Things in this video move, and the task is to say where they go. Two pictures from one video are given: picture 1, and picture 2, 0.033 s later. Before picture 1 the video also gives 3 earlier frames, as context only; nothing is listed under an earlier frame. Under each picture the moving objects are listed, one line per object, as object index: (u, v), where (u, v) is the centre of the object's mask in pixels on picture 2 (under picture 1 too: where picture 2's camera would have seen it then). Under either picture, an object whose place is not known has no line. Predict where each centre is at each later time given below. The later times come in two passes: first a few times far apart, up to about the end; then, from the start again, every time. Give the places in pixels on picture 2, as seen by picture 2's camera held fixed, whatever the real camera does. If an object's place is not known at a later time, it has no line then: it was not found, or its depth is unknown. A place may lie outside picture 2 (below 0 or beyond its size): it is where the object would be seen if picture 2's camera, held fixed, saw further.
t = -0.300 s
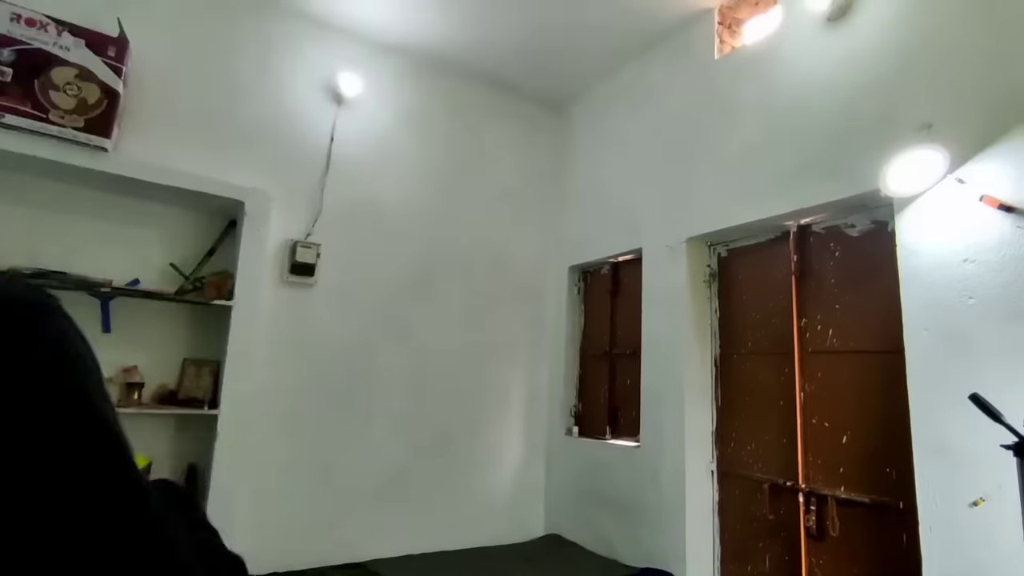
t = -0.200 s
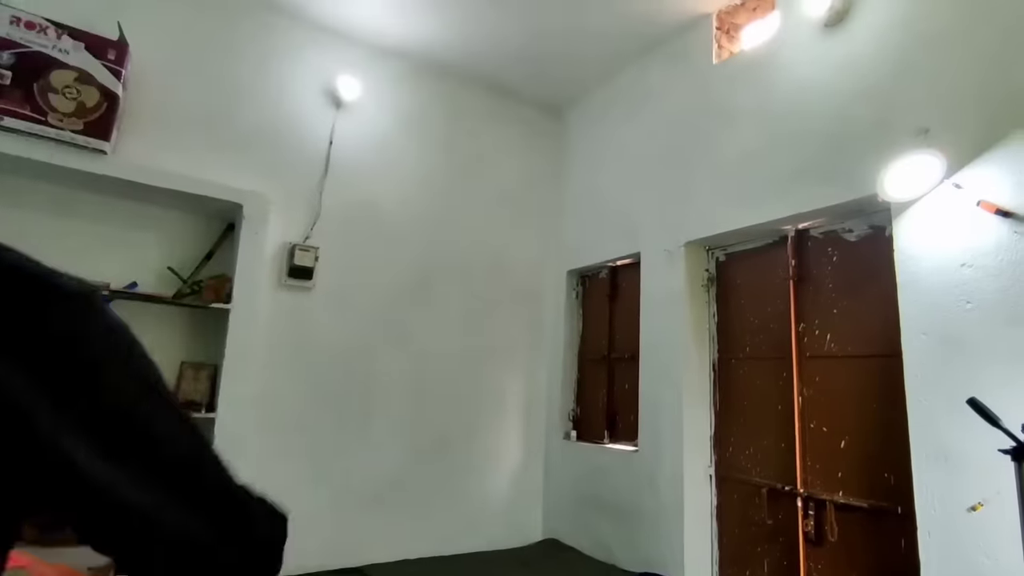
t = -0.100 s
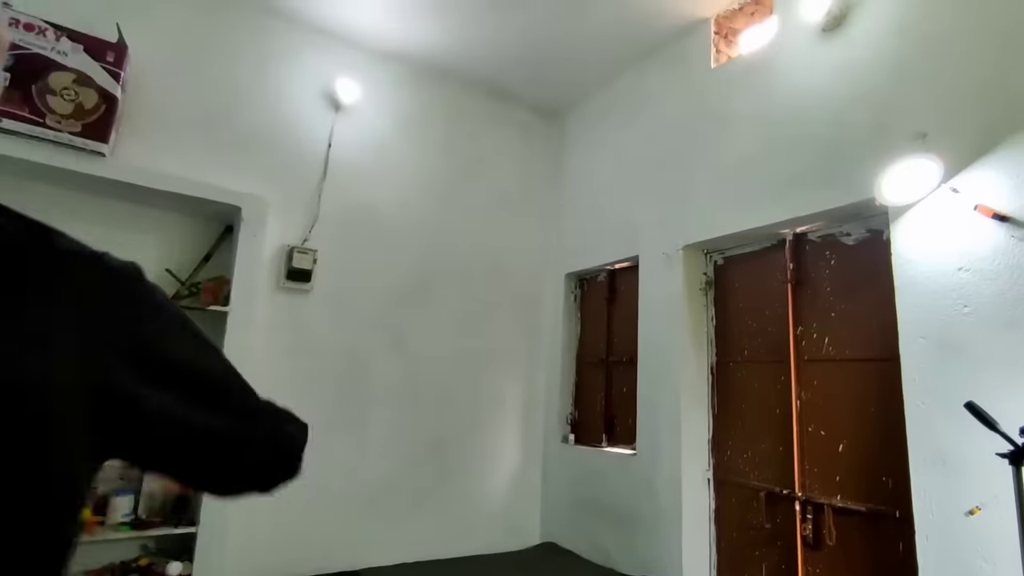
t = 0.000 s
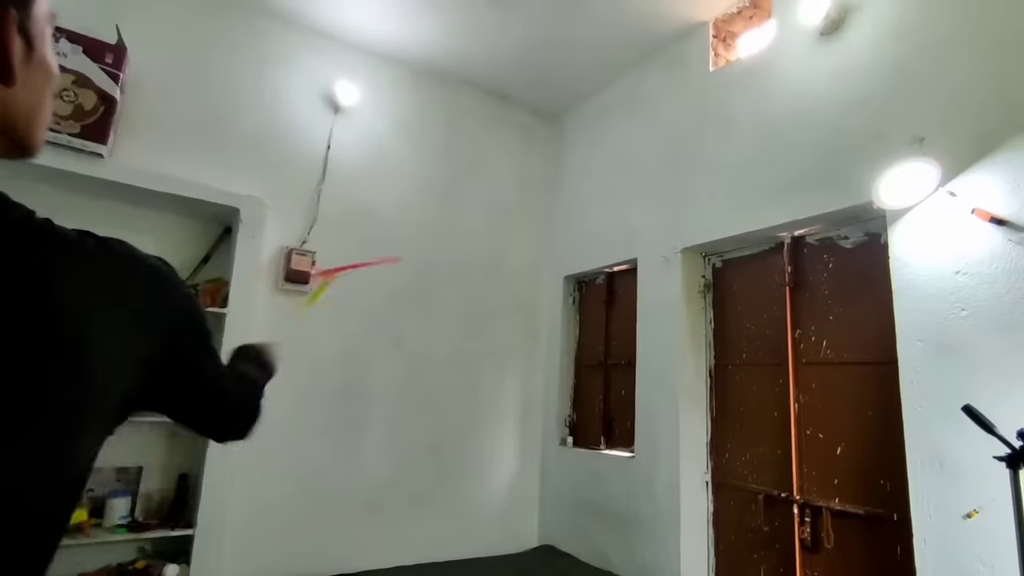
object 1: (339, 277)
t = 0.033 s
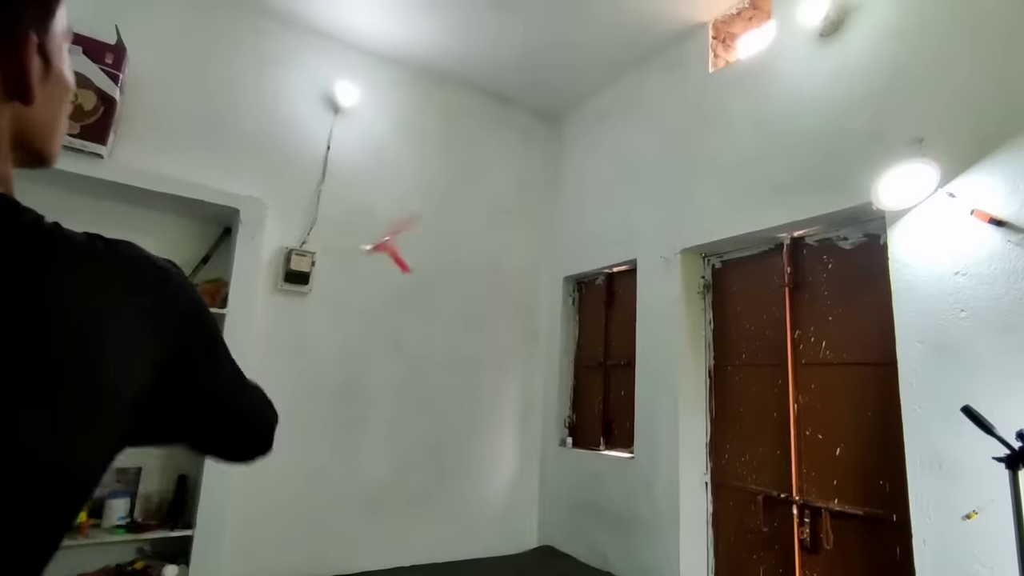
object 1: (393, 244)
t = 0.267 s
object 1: (545, 113)
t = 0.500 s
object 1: (604, 39)
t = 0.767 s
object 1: (598, 91)
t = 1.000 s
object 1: (549, 208)
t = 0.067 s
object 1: (424, 229)
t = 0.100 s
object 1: (453, 201)
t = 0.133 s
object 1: (481, 181)
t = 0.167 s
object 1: (514, 153)
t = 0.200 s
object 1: (533, 134)
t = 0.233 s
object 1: (539, 128)
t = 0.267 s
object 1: (545, 113)
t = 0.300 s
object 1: (557, 96)
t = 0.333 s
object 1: (576, 77)
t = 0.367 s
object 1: (584, 68)
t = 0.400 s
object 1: (585, 68)
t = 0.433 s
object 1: (584, 62)
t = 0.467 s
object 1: (597, 47)
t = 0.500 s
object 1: (604, 39)
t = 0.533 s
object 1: (606, 44)
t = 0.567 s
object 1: (602, 50)
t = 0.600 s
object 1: (599, 56)
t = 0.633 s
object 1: (595, 62)
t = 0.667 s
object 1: (599, 66)
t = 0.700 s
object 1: (598, 73)
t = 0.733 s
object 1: (599, 80)
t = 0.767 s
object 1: (598, 91)
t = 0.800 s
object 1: (585, 108)
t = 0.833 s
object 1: (582, 119)
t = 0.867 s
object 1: (572, 137)
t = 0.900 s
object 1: (572, 153)
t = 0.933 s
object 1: (566, 168)
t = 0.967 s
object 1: (560, 184)
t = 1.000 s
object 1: (549, 208)
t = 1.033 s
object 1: (539, 229)
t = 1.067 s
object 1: (529, 250)
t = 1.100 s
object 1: (518, 271)
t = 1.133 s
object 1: (503, 295)
